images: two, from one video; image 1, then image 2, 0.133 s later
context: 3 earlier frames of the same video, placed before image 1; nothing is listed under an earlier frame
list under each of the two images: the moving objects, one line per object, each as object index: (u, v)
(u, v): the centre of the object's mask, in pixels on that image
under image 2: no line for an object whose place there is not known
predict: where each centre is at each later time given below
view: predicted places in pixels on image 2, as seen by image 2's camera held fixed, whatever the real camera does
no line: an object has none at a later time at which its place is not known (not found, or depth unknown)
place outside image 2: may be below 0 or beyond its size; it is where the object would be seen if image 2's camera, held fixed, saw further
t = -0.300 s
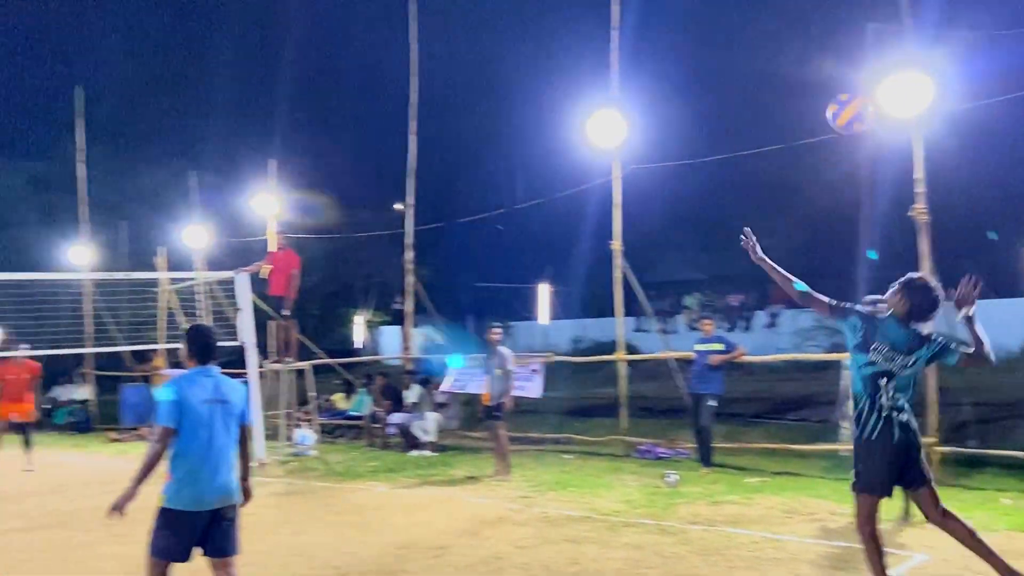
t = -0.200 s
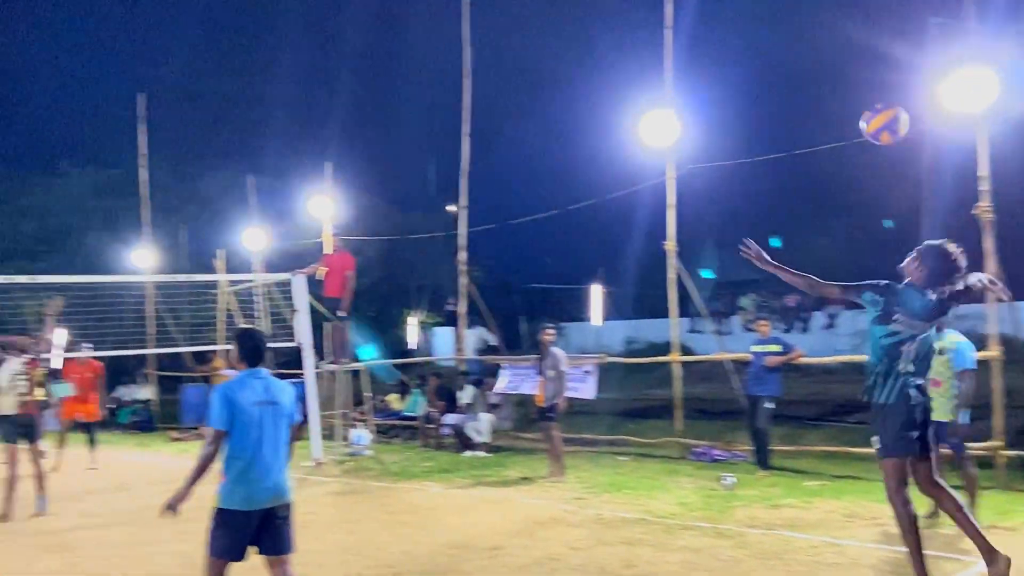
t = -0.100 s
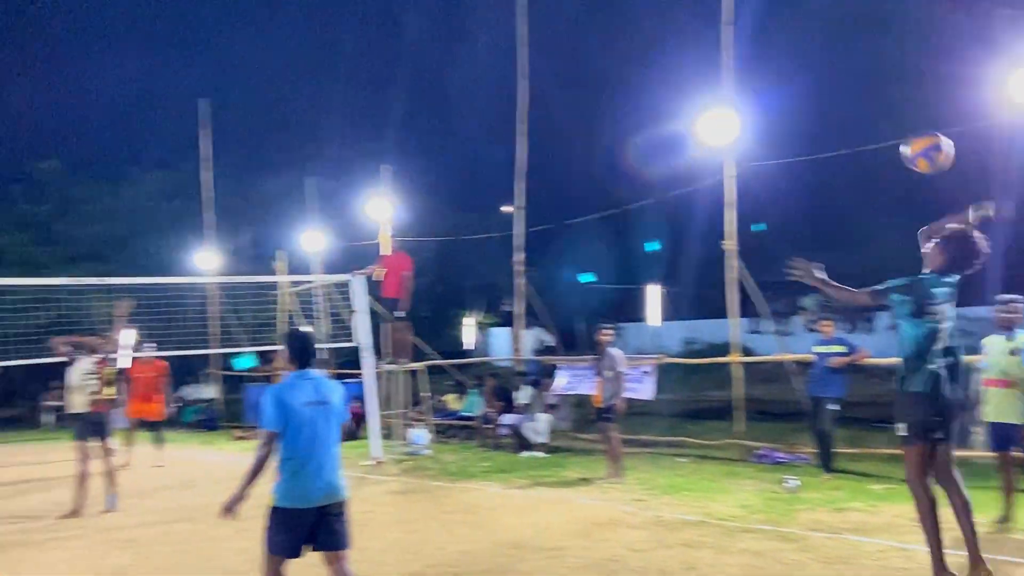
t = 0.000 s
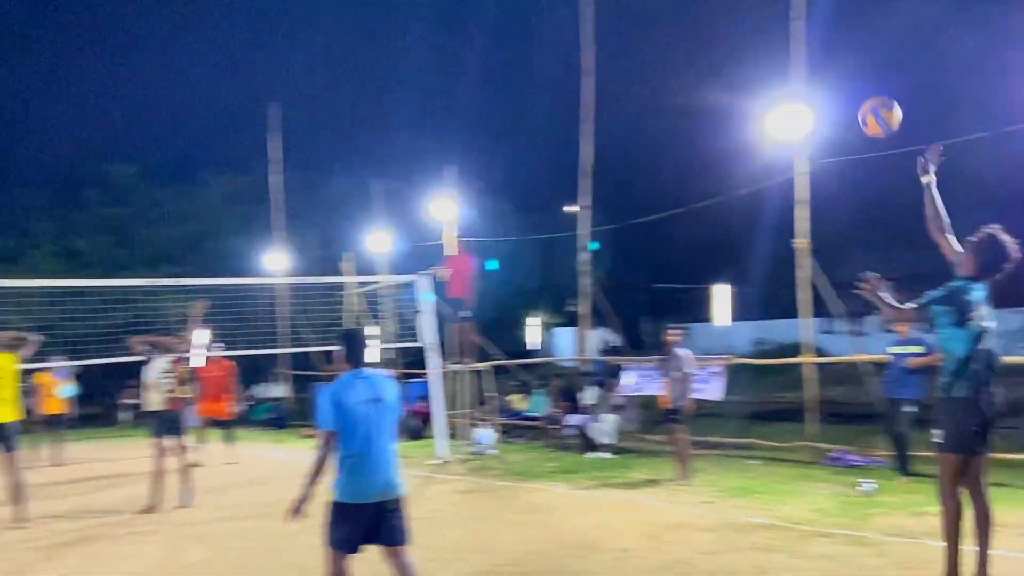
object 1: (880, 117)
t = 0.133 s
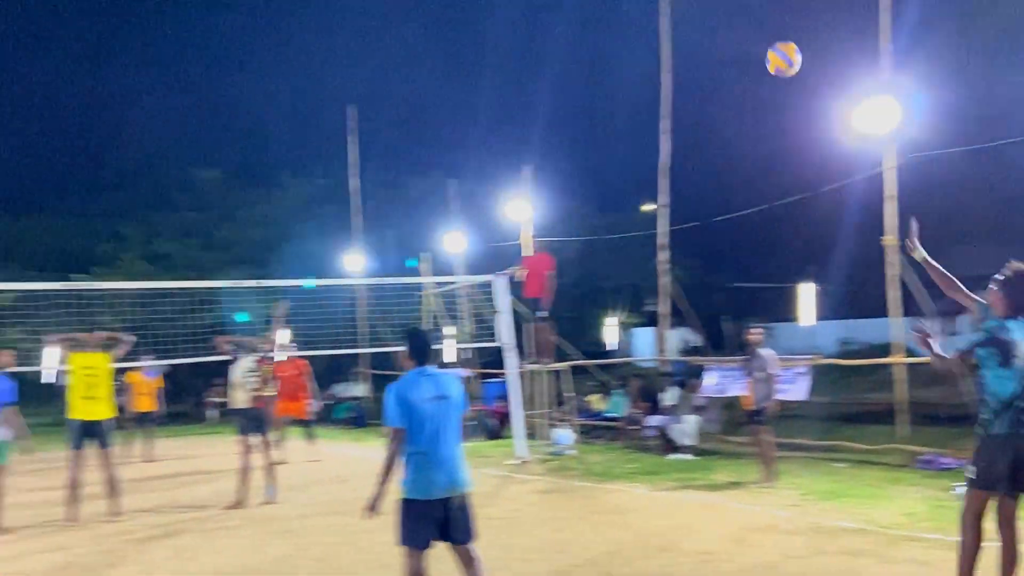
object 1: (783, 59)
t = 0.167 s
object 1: (747, 53)
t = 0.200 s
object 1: (715, 48)
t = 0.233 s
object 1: (685, 45)
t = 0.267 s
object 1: (659, 43)
